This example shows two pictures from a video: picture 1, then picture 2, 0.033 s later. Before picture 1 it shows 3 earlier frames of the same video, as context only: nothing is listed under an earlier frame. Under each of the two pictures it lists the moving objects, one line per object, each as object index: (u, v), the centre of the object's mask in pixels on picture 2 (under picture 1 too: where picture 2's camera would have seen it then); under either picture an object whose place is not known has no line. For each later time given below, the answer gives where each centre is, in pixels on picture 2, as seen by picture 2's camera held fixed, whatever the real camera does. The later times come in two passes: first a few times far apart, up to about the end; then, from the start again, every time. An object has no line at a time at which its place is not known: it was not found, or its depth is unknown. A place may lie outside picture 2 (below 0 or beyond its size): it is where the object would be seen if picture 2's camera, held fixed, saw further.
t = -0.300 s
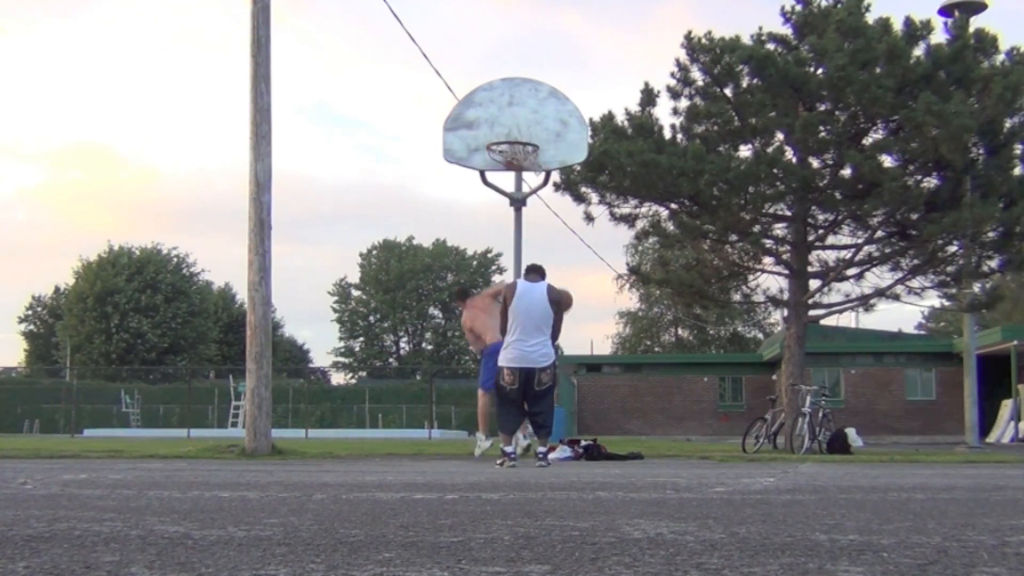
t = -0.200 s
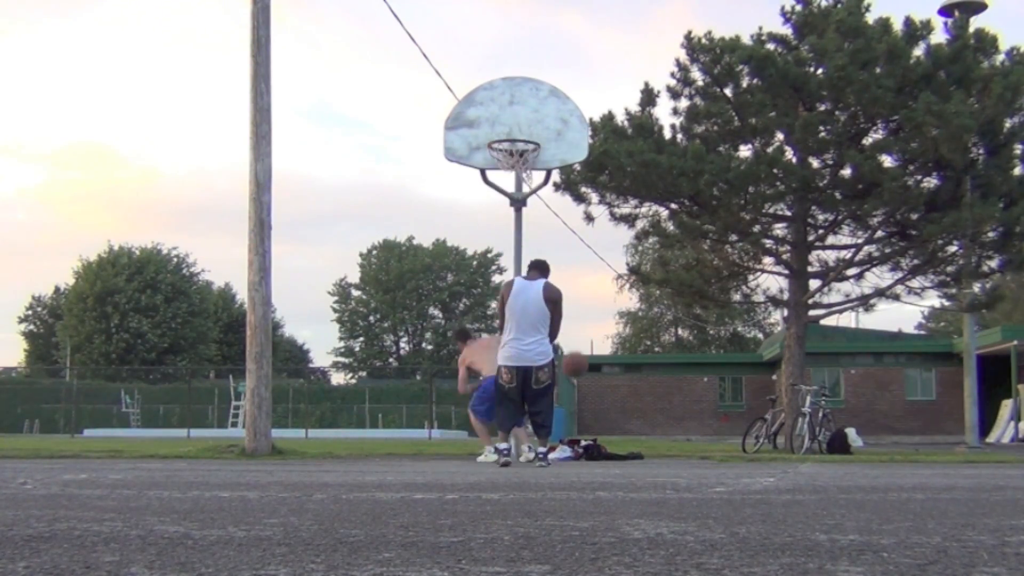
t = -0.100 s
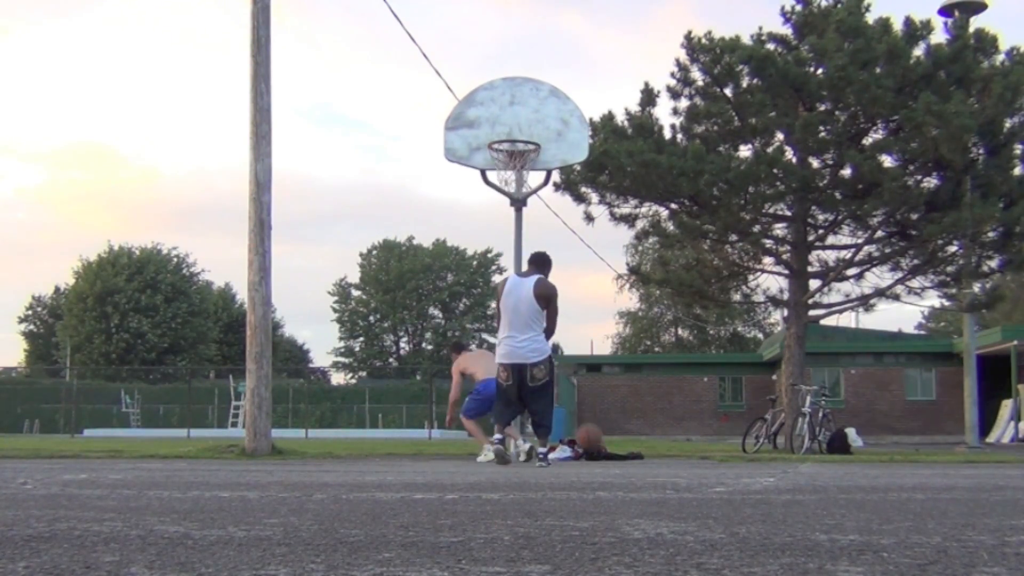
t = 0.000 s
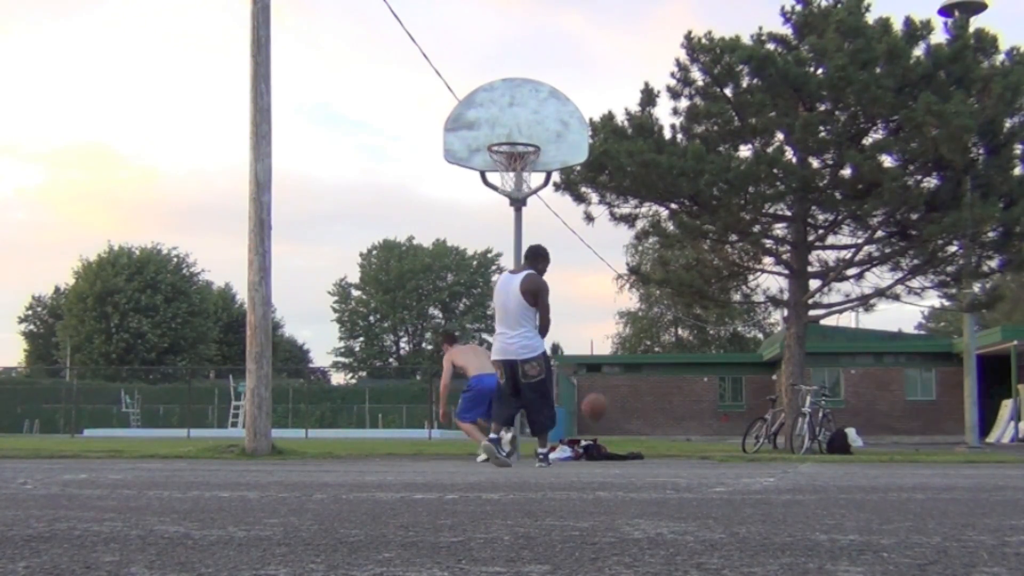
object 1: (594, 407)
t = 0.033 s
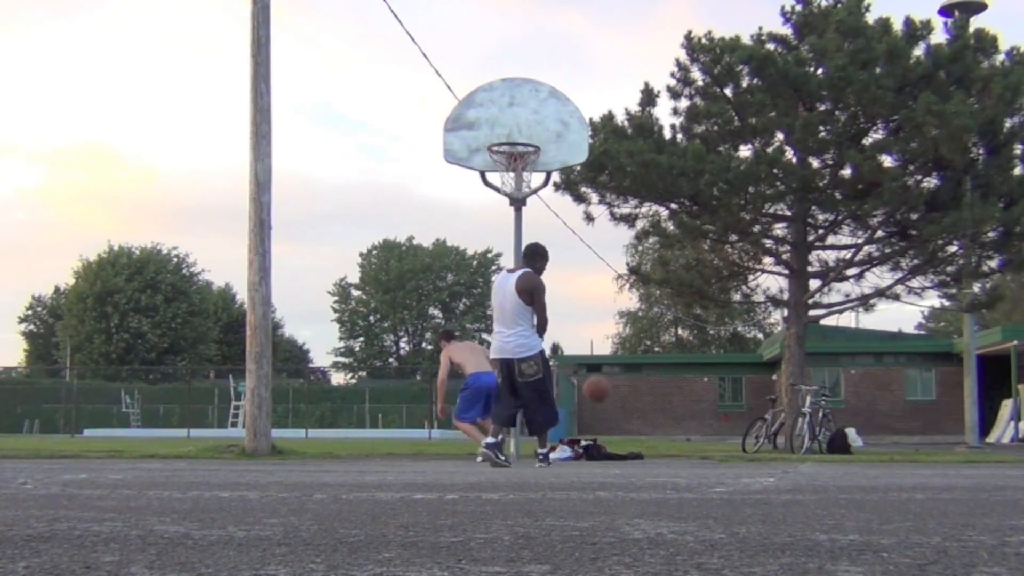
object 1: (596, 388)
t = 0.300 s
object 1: (611, 283)
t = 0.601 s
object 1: (628, 253)
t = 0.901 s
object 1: (650, 339)
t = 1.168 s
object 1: (673, 400)
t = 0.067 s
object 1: (598, 371)
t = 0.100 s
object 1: (600, 356)
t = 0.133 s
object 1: (601, 340)
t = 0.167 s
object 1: (603, 326)
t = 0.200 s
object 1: (605, 314)
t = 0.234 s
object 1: (607, 302)
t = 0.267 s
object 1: (609, 292)
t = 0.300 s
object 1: (611, 283)
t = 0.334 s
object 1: (612, 275)
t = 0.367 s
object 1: (614, 268)
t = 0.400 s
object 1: (616, 262)
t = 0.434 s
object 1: (618, 257)
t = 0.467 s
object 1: (620, 253)
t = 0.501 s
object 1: (622, 252)
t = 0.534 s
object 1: (624, 251)
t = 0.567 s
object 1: (626, 251)
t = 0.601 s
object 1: (628, 253)
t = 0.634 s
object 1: (631, 257)
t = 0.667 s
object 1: (633, 261)
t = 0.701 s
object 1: (635, 269)
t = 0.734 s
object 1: (637, 275)
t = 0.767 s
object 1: (640, 285)
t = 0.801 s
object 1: (643, 296)
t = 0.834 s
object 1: (646, 309)
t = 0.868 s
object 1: (647, 324)
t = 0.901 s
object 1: (650, 339)
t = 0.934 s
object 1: (653, 358)
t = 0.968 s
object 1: (657, 378)
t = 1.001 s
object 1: (658, 400)
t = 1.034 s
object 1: (662, 424)
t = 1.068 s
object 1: (665, 450)
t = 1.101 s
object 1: (668, 438)
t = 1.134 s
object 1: (670, 419)
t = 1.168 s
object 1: (673, 400)
